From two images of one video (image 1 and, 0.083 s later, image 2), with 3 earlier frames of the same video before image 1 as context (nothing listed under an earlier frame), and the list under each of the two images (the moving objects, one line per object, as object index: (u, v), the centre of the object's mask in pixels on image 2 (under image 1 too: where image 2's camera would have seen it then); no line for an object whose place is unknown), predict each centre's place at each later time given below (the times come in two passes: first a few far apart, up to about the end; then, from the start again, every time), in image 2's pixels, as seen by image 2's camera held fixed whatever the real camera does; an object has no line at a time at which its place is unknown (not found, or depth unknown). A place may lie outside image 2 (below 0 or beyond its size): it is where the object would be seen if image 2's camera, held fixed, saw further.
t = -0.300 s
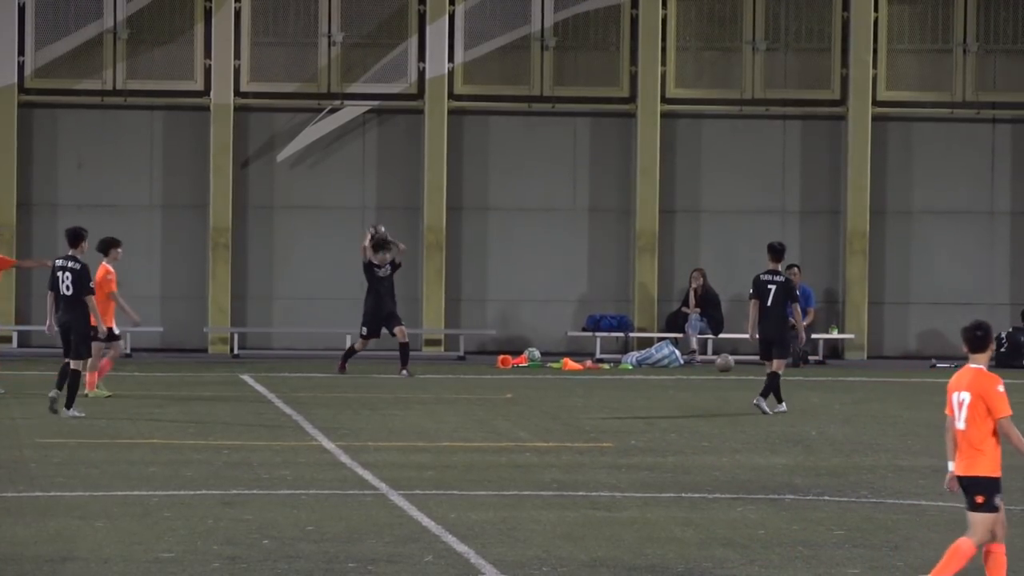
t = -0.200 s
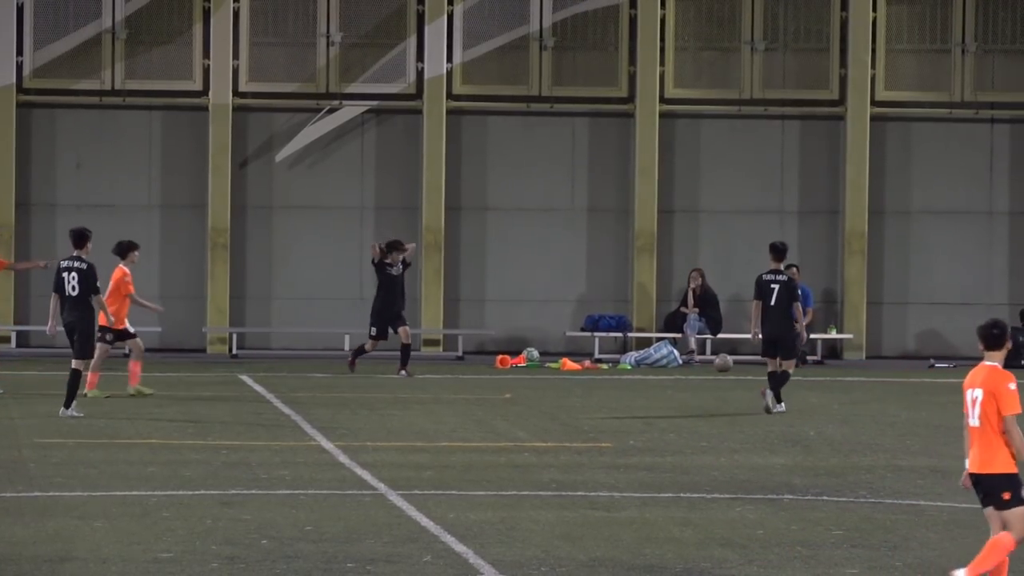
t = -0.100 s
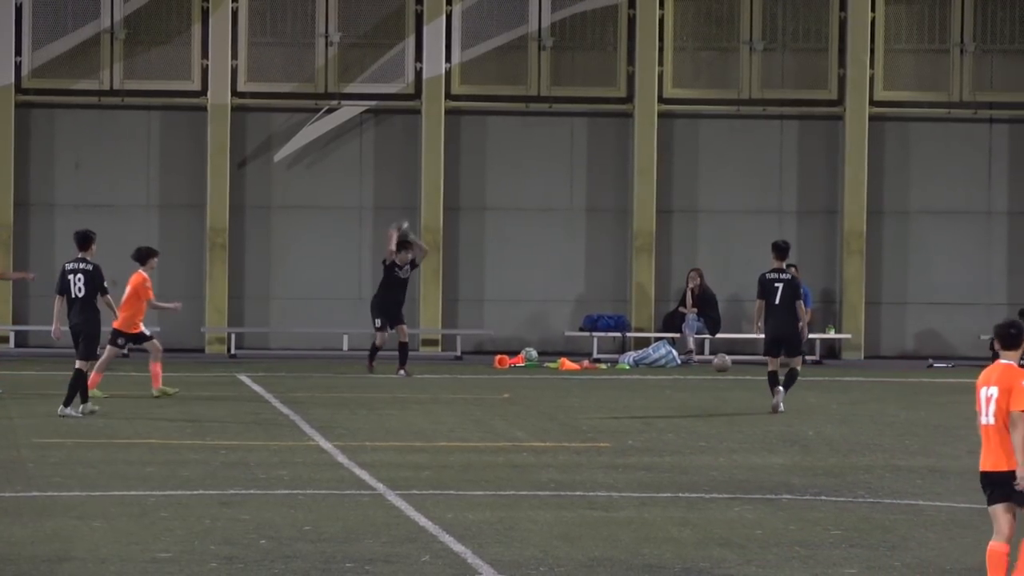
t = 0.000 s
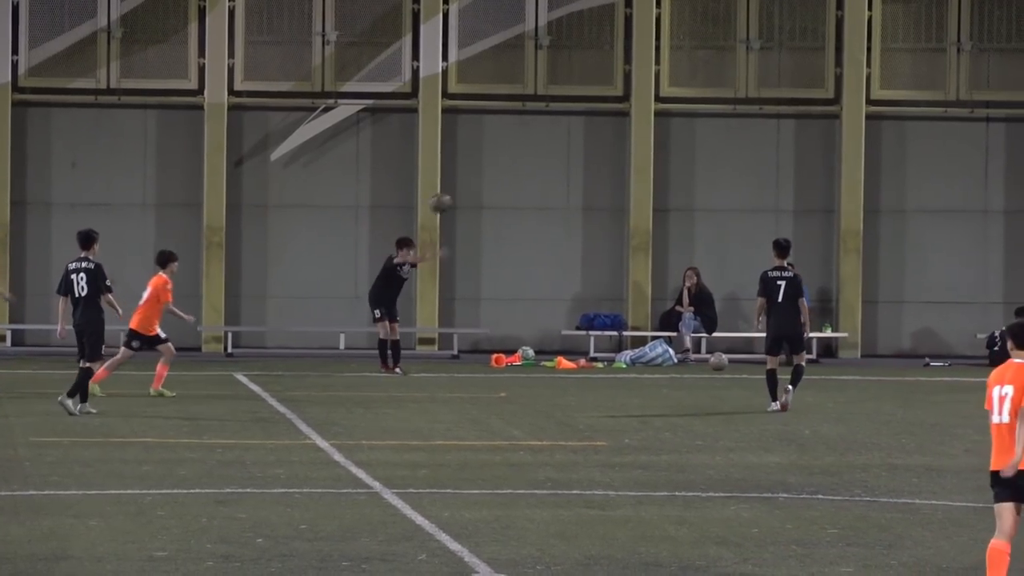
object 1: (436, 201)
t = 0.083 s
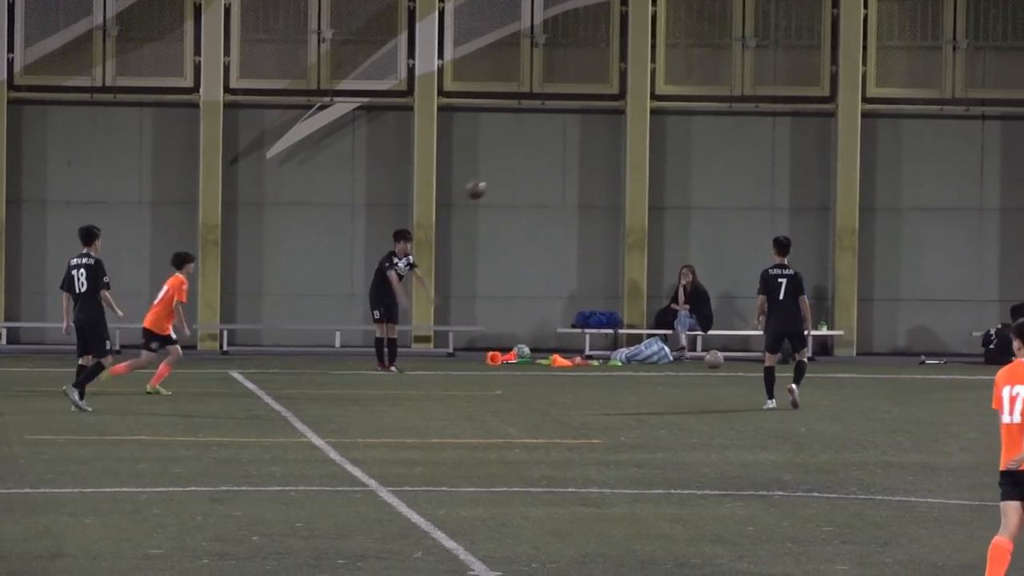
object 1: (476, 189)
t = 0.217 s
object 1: (540, 182)
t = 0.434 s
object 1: (649, 201)
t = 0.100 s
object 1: (484, 187)
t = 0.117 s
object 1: (492, 186)
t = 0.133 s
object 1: (500, 185)
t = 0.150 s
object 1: (508, 184)
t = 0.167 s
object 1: (516, 183)
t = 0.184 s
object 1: (524, 182)
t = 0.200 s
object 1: (532, 182)
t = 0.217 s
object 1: (540, 182)
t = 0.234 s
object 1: (548, 182)
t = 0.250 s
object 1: (557, 182)
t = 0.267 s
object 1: (565, 183)
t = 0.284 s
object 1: (573, 183)
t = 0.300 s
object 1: (582, 184)
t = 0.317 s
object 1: (590, 185)
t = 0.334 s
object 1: (598, 187)
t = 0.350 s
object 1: (607, 189)
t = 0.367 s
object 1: (615, 191)
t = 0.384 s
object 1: (623, 194)
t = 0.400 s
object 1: (631, 196)
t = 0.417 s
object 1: (640, 198)
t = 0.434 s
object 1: (649, 201)
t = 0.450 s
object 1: (657, 204)
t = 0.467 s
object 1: (666, 207)
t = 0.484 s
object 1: (674, 212)
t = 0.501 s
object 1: (683, 216)
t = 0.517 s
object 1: (691, 220)
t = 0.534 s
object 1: (700, 225)
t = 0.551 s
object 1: (708, 230)
